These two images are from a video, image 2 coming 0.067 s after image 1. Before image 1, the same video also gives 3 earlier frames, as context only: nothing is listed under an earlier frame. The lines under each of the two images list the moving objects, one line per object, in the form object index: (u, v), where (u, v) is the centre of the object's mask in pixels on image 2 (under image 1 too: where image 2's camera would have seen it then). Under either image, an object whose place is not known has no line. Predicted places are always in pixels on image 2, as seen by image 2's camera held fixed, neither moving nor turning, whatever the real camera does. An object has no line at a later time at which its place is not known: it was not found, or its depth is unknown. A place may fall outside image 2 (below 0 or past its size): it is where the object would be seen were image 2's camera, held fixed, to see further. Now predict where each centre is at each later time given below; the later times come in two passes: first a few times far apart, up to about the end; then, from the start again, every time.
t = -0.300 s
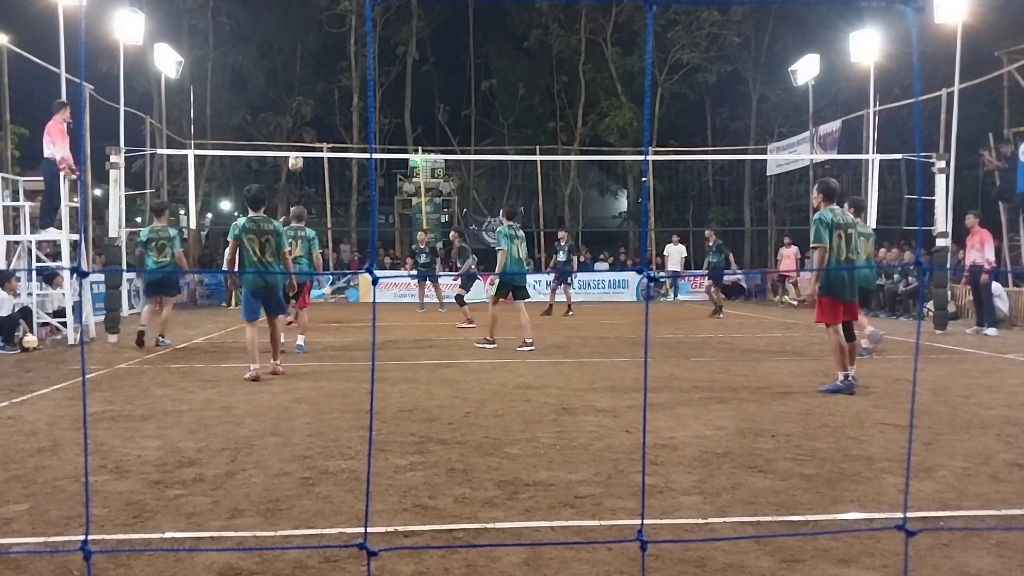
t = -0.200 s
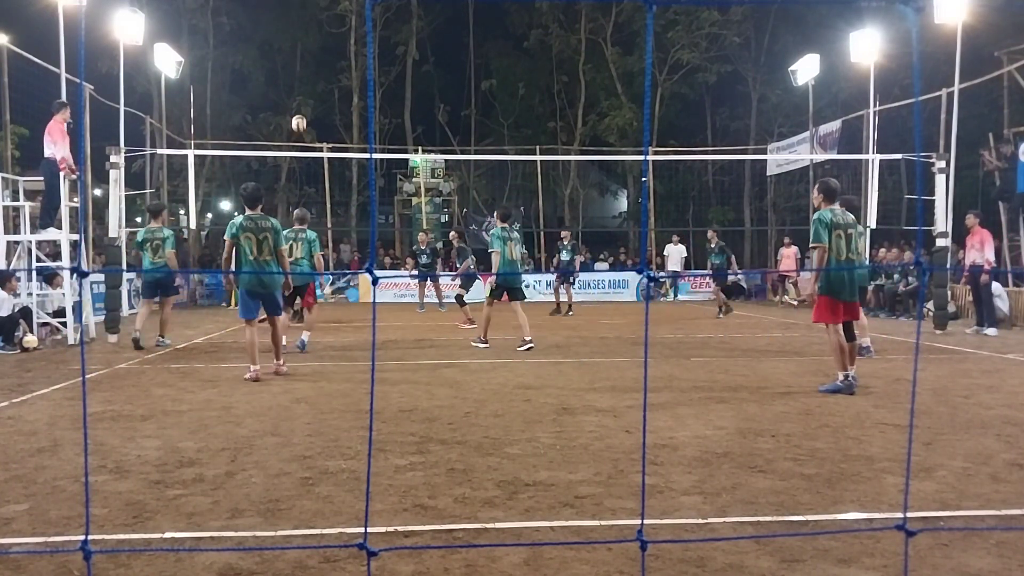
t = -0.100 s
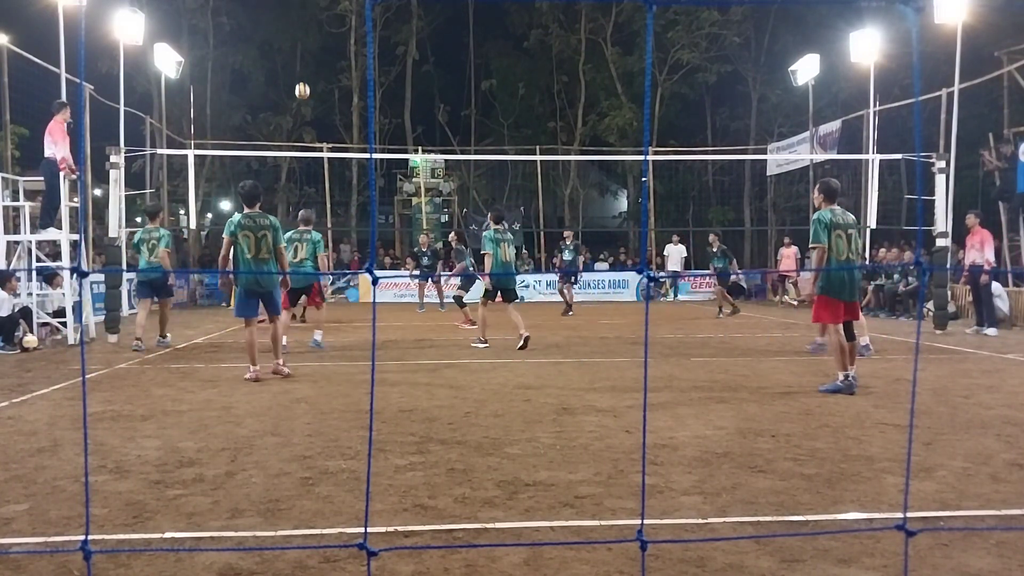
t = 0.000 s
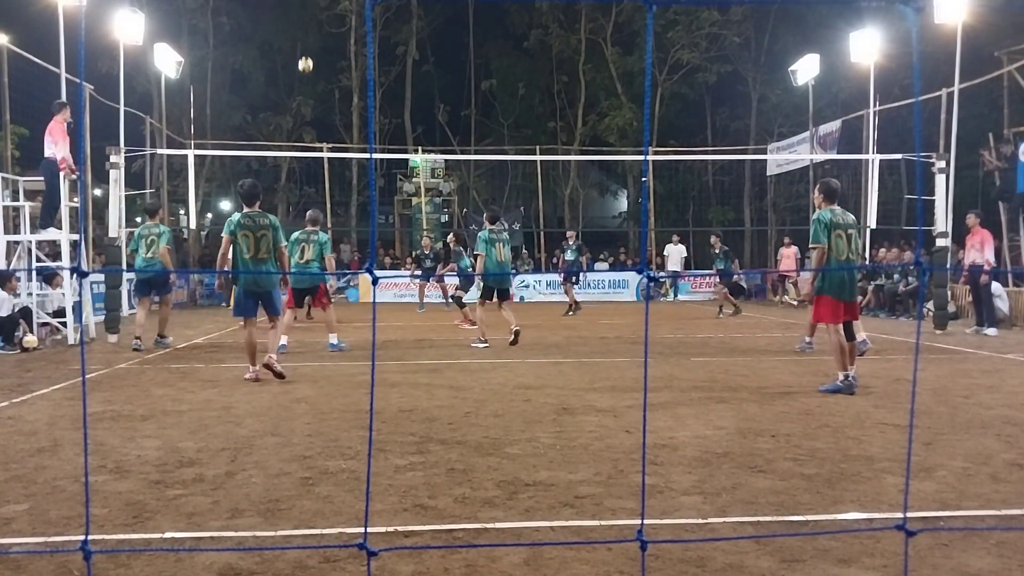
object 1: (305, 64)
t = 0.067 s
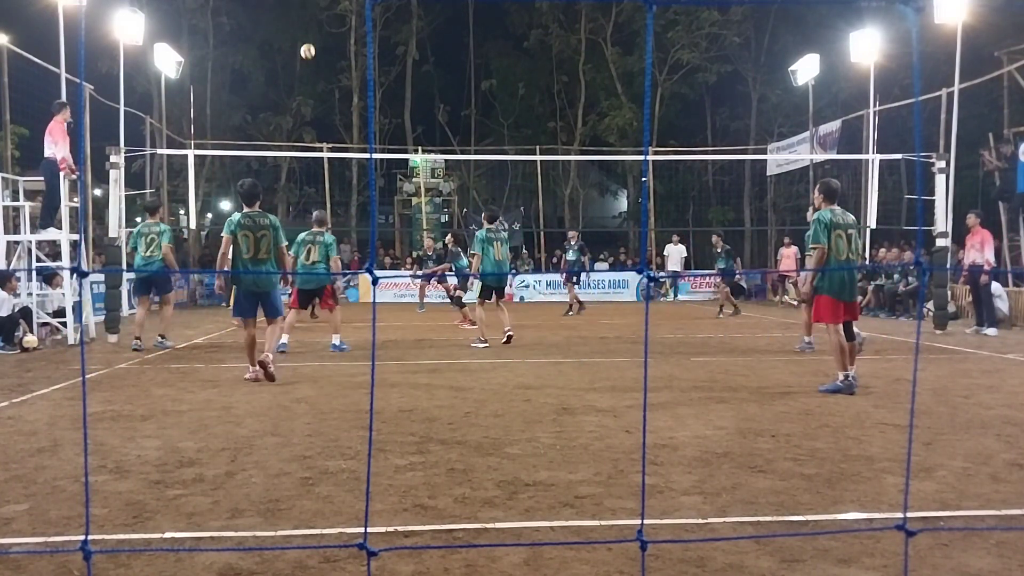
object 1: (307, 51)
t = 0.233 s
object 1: (313, 28)
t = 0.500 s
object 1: (322, 26)
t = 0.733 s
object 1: (330, 60)
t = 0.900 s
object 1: (336, 105)
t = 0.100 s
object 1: (309, 45)
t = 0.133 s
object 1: (310, 39)
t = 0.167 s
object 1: (311, 35)
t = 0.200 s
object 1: (312, 31)
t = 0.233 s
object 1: (313, 28)
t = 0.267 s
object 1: (314, 25)
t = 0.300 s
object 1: (315, 23)
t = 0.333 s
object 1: (316, 22)
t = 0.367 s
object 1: (318, 21)
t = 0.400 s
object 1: (319, 22)
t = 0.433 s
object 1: (320, 23)
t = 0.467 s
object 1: (321, 24)
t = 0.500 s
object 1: (322, 26)
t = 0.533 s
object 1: (323, 29)
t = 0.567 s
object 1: (324, 32)
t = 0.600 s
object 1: (326, 37)
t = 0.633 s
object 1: (327, 42)
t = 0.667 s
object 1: (328, 46)
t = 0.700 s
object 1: (329, 54)
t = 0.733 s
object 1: (330, 60)
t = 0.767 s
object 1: (331, 67)
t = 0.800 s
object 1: (333, 76)
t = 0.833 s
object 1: (334, 84)
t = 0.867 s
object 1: (335, 94)
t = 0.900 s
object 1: (336, 105)
